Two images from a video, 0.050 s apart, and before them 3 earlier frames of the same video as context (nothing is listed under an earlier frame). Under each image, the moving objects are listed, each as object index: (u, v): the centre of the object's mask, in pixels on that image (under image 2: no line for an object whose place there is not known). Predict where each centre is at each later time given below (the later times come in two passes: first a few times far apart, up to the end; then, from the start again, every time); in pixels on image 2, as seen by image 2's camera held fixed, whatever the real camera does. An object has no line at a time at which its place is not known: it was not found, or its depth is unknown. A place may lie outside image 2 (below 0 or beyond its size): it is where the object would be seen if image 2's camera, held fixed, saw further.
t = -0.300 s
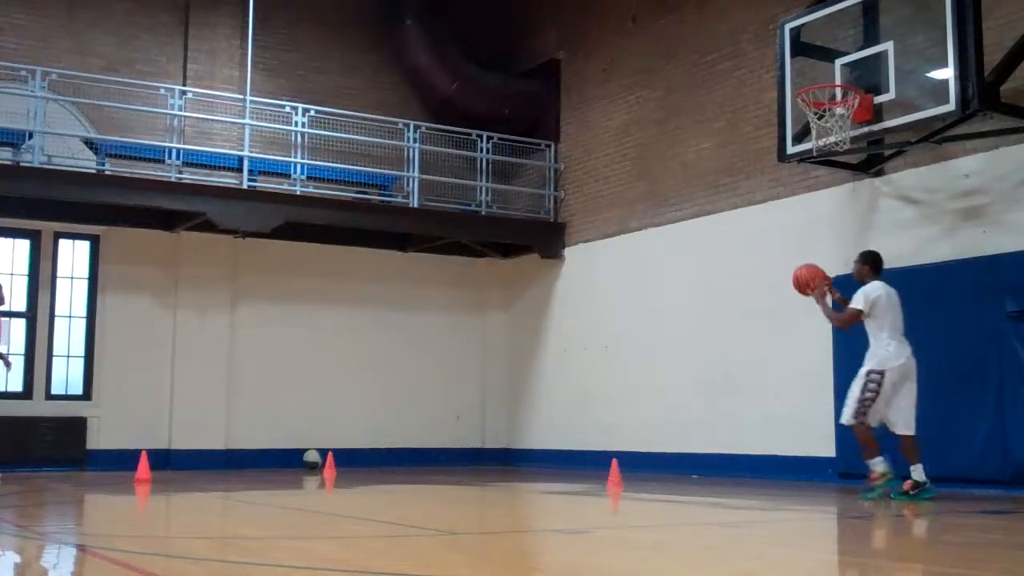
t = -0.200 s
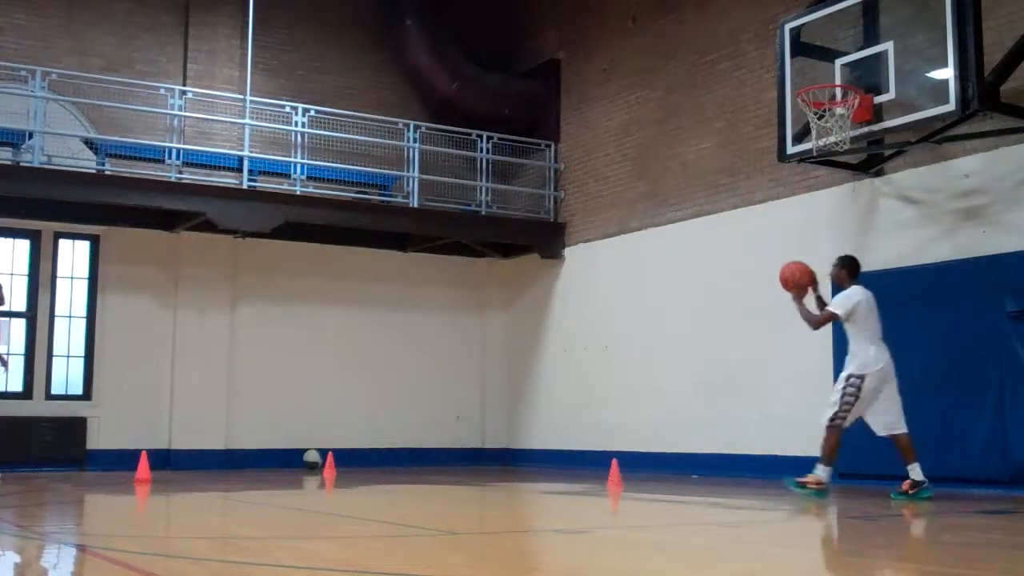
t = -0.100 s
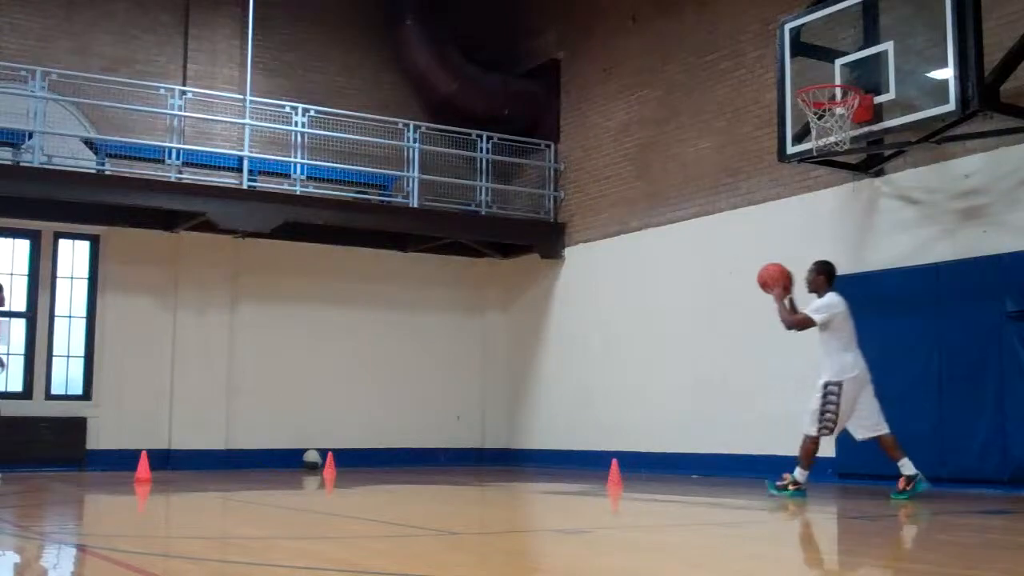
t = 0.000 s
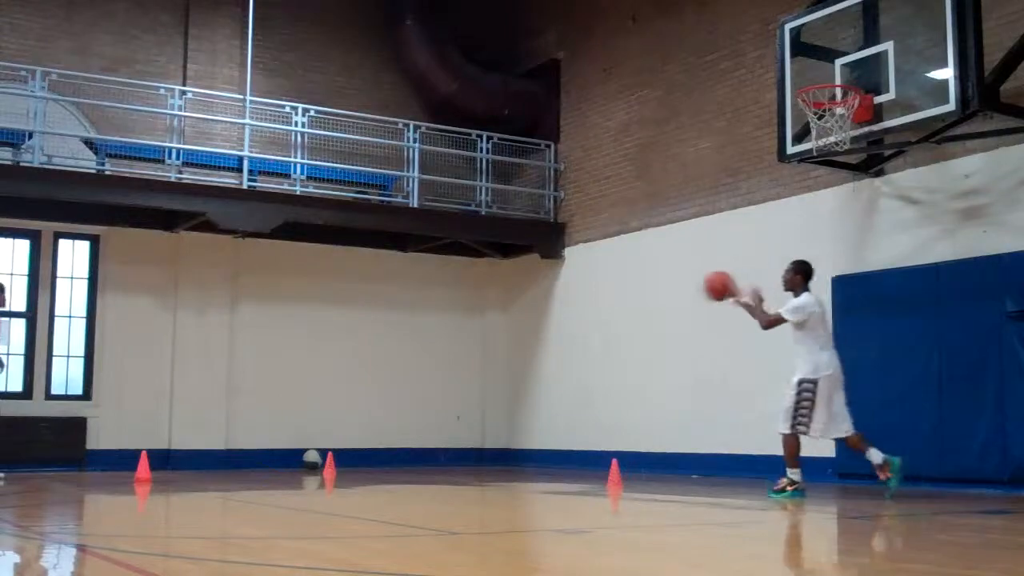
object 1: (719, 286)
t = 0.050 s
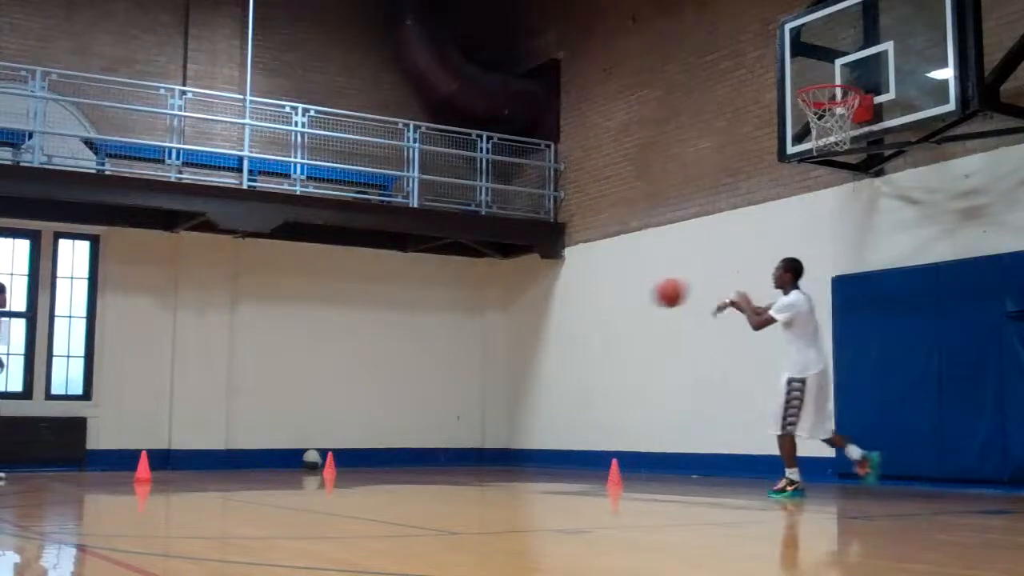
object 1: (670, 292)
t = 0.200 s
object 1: (530, 331)
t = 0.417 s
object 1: (347, 427)
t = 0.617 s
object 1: (239, 421)
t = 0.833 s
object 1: (166, 369)
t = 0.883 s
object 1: (150, 364)
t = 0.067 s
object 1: (654, 295)
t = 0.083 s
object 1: (638, 299)
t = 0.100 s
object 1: (622, 303)
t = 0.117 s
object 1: (607, 306)
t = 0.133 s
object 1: (591, 311)
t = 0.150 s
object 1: (576, 316)
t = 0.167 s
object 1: (561, 320)
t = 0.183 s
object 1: (546, 325)
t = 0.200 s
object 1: (530, 331)
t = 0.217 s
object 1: (517, 338)
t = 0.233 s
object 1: (503, 345)
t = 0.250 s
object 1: (488, 349)
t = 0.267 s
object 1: (474, 355)
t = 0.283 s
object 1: (458, 363)
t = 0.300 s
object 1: (444, 370)
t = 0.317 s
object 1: (430, 378)
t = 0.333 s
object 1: (416, 385)
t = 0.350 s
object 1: (402, 394)
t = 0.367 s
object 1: (388, 402)
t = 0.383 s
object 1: (374, 411)
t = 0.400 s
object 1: (360, 419)
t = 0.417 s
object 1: (347, 427)
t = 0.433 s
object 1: (334, 435)
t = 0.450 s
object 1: (321, 447)
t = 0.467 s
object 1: (305, 459)
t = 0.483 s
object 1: (293, 466)
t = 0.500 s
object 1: (282, 472)
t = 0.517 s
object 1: (276, 462)
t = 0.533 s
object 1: (270, 457)
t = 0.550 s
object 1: (264, 448)
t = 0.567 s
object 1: (258, 440)
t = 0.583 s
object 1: (251, 433)
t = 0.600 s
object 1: (246, 426)
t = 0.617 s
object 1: (239, 421)
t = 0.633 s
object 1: (234, 413)
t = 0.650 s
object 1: (228, 408)
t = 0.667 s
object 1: (222, 402)
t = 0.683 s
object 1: (217, 398)
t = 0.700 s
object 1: (211, 393)
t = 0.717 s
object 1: (205, 389)
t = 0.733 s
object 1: (199, 385)
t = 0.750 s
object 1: (194, 381)
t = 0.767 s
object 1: (188, 377)
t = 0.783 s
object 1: (183, 374)
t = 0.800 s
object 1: (177, 372)
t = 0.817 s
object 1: (172, 370)
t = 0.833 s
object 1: (166, 369)
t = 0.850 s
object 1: (160, 367)
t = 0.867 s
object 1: (155, 365)
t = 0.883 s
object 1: (150, 364)
